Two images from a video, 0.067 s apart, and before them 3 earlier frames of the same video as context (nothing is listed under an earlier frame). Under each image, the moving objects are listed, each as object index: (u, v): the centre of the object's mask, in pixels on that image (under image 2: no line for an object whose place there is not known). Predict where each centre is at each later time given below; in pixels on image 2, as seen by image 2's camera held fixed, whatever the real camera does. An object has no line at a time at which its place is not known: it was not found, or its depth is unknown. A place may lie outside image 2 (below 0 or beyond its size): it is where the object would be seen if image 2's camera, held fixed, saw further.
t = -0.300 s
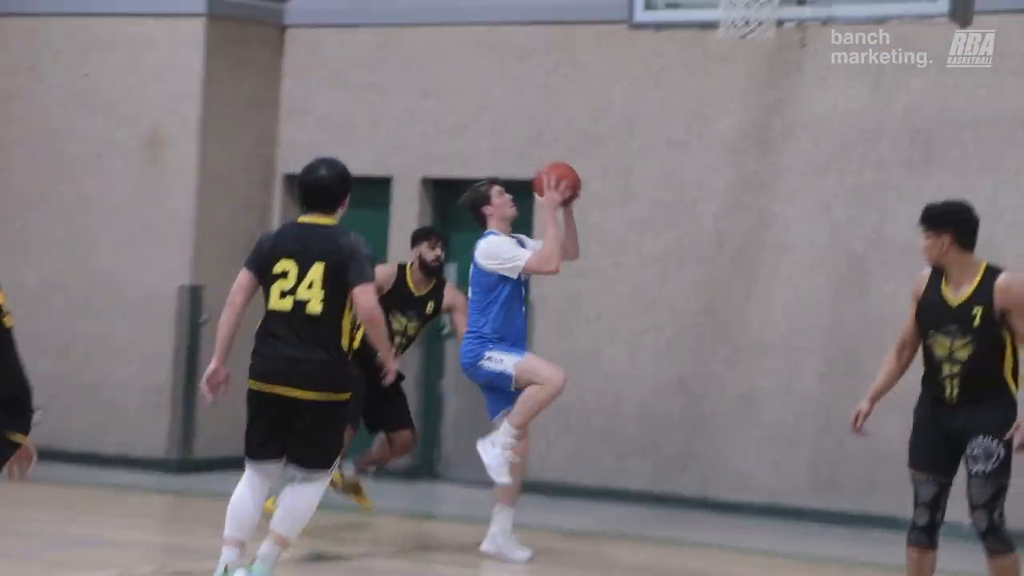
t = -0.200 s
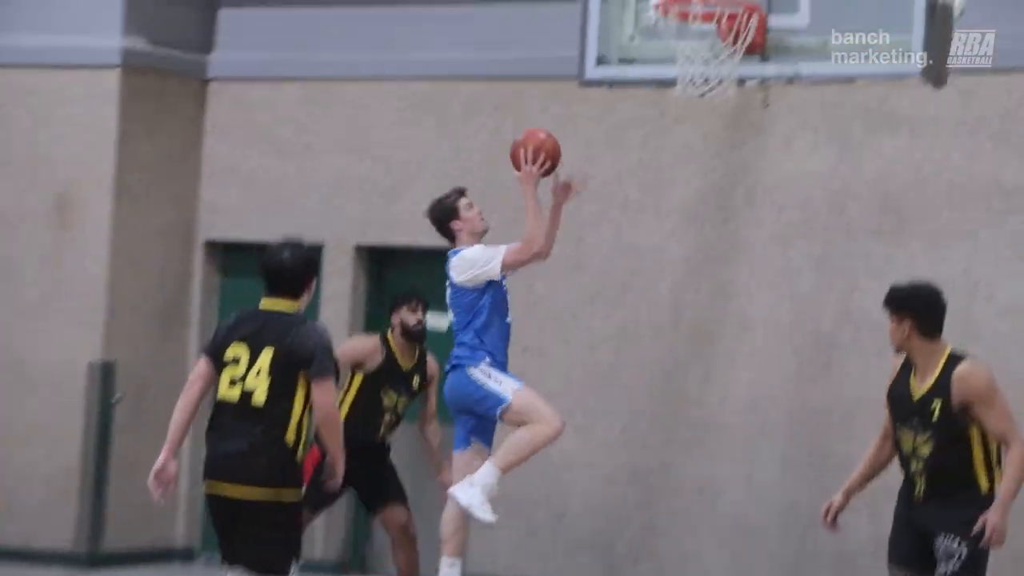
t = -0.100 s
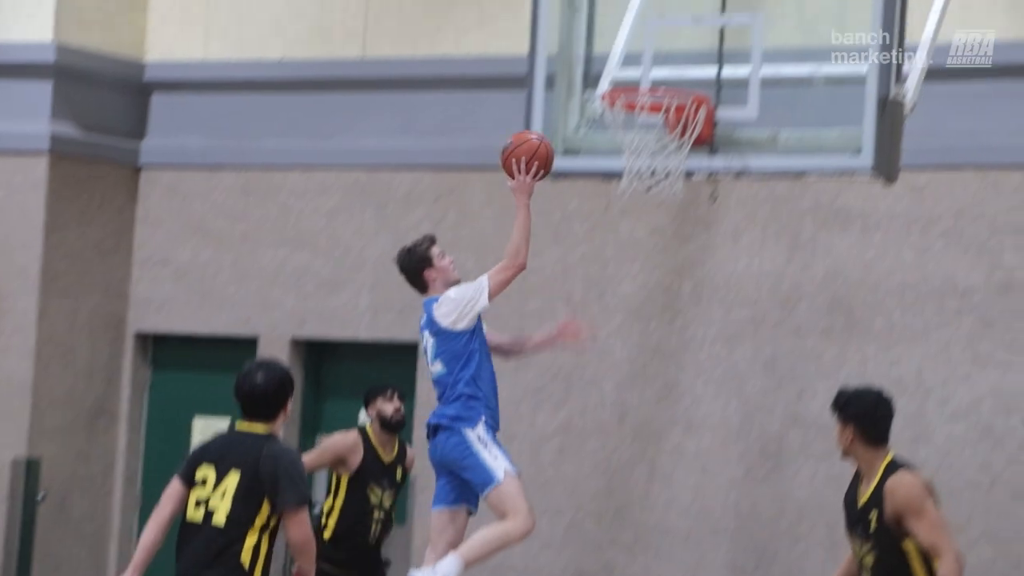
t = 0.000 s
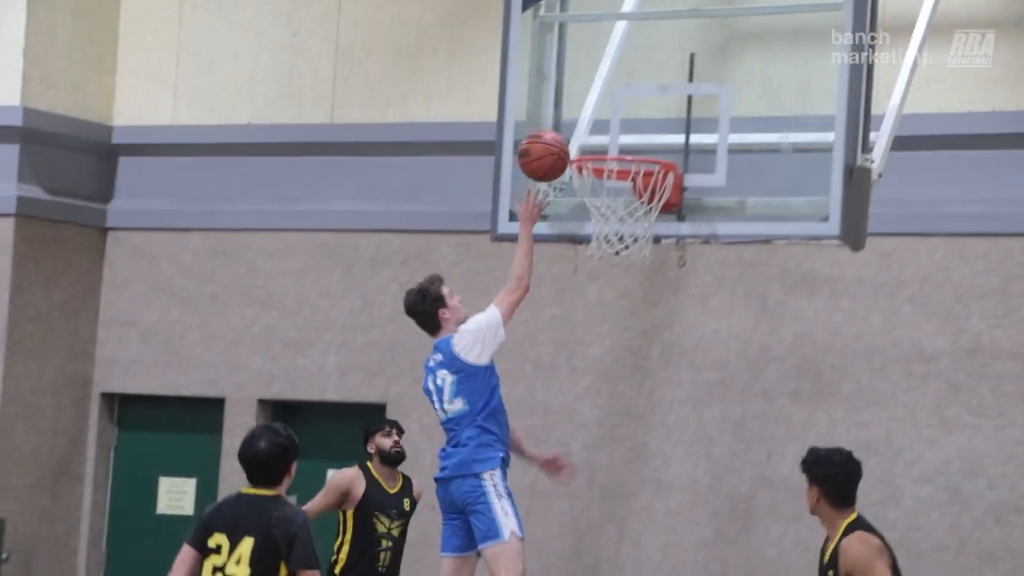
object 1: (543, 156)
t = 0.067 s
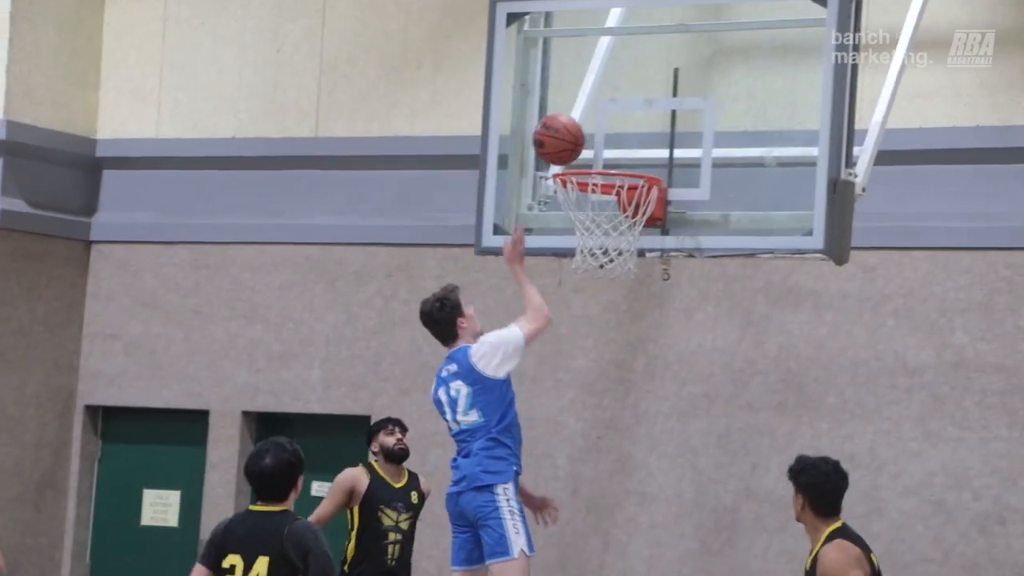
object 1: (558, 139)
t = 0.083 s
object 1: (566, 133)
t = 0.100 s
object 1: (573, 127)
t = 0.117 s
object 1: (578, 124)
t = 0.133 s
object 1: (578, 121)
